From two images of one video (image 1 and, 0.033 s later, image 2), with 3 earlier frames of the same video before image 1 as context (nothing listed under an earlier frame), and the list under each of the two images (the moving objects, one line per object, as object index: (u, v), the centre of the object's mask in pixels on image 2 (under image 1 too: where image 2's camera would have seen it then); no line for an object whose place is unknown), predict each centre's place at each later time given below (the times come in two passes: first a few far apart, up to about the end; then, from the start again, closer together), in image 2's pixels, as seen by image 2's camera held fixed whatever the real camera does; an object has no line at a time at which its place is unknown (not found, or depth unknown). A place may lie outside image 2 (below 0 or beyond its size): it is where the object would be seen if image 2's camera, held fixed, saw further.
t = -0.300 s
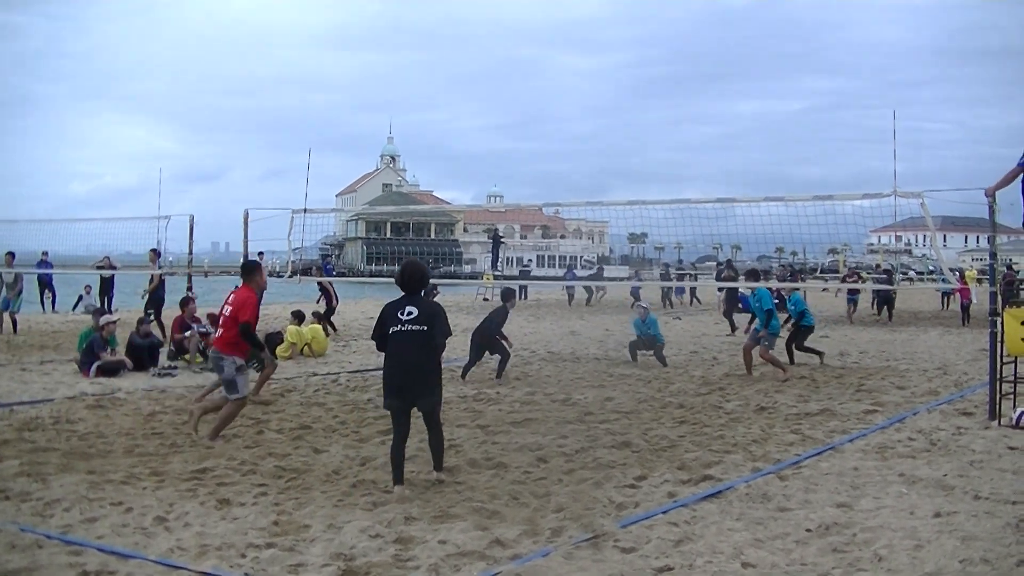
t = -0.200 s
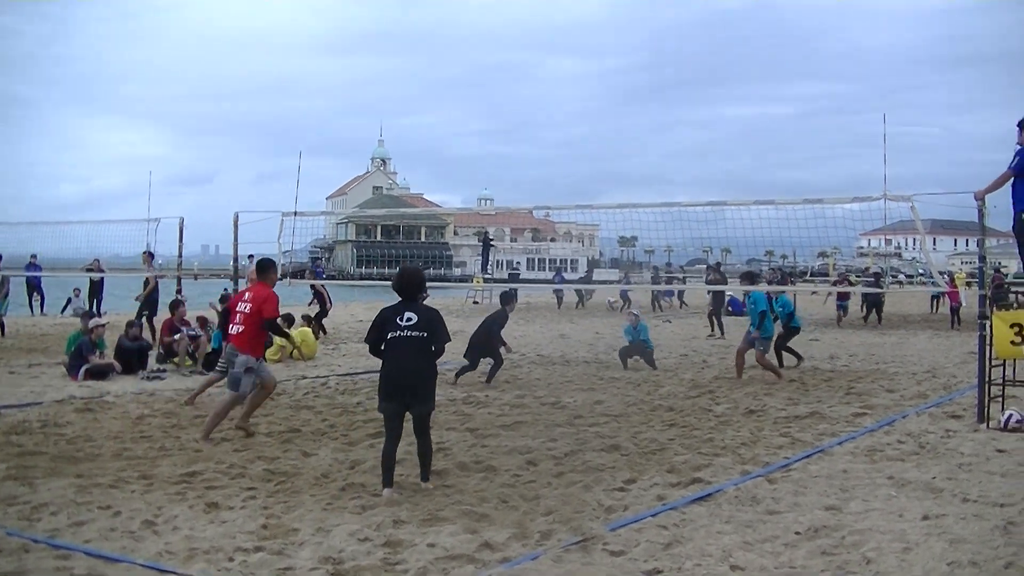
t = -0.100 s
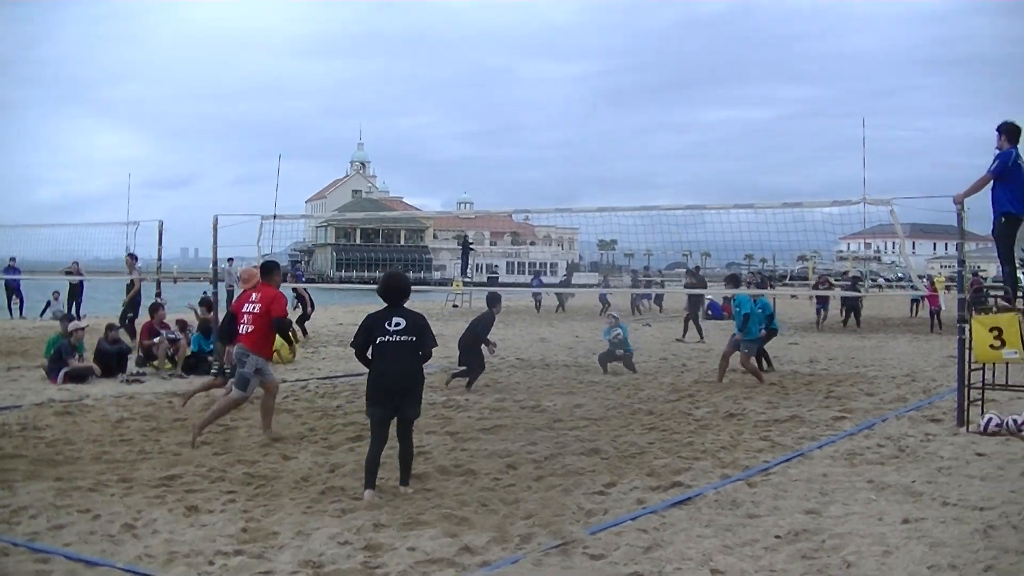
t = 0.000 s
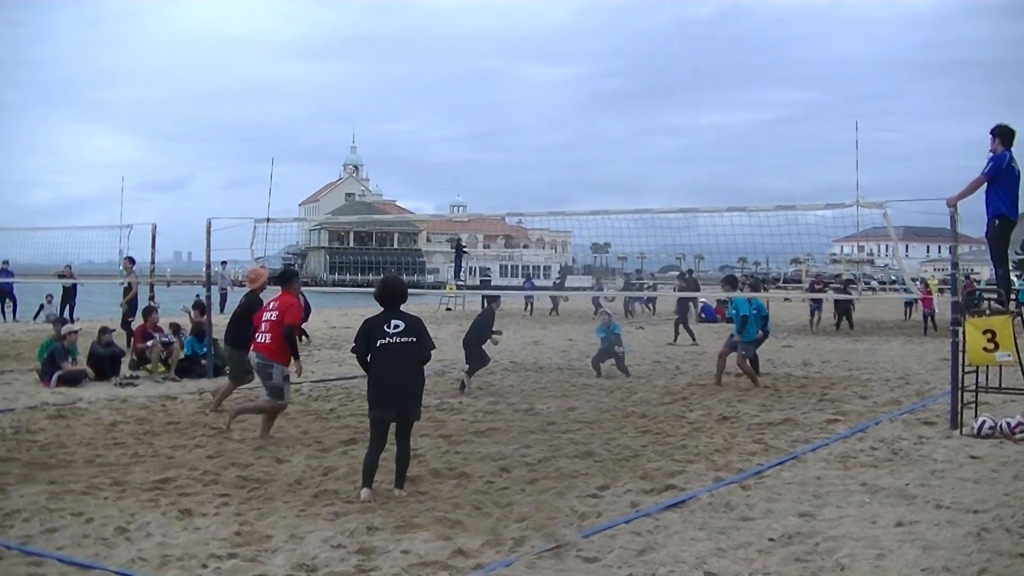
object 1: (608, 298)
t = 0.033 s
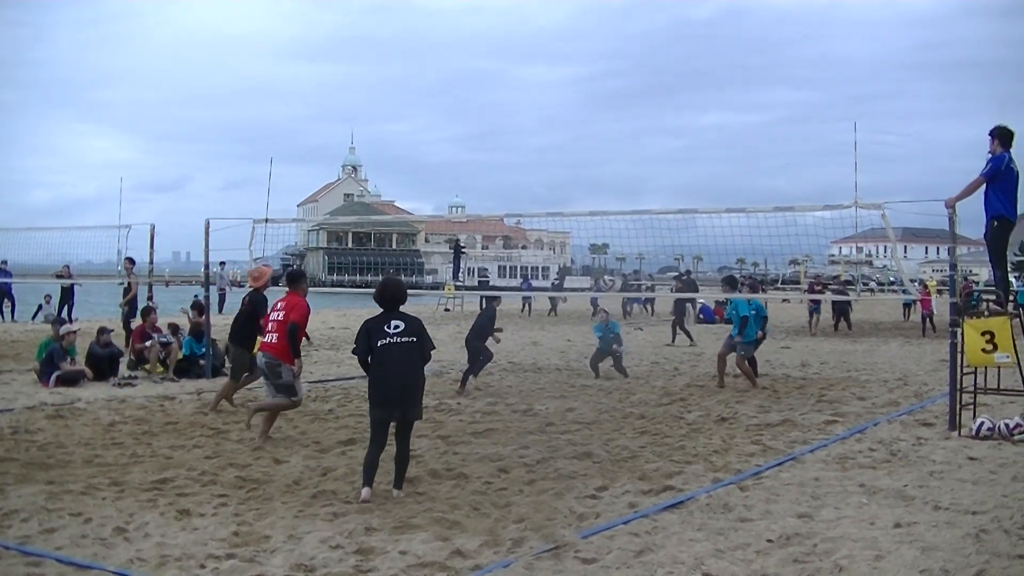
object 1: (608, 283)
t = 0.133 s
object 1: (608, 246)
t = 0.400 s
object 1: (614, 181)
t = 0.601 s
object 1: (617, 163)
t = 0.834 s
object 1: (619, 179)
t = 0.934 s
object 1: (621, 199)
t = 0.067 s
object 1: (607, 268)
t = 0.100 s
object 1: (607, 258)
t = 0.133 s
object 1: (608, 246)
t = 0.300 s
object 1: (613, 201)
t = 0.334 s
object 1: (613, 194)
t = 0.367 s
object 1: (614, 187)
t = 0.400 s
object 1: (614, 181)
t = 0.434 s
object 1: (615, 176)
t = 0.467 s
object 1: (615, 172)
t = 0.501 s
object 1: (616, 168)
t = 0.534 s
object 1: (616, 166)
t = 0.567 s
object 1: (617, 164)
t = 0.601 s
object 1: (617, 163)
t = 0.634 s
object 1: (617, 163)
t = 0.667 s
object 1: (618, 163)
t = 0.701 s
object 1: (618, 164)
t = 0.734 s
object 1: (618, 167)
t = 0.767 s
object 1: (619, 170)
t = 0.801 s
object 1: (619, 174)
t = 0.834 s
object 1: (619, 179)
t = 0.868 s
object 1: (620, 185)
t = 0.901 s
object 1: (621, 191)
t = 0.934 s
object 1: (621, 199)
